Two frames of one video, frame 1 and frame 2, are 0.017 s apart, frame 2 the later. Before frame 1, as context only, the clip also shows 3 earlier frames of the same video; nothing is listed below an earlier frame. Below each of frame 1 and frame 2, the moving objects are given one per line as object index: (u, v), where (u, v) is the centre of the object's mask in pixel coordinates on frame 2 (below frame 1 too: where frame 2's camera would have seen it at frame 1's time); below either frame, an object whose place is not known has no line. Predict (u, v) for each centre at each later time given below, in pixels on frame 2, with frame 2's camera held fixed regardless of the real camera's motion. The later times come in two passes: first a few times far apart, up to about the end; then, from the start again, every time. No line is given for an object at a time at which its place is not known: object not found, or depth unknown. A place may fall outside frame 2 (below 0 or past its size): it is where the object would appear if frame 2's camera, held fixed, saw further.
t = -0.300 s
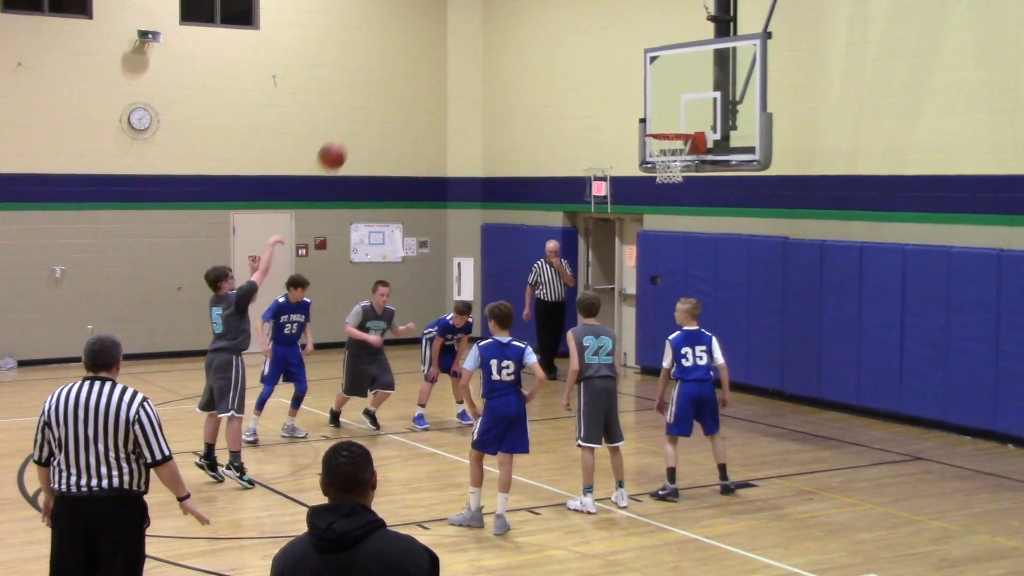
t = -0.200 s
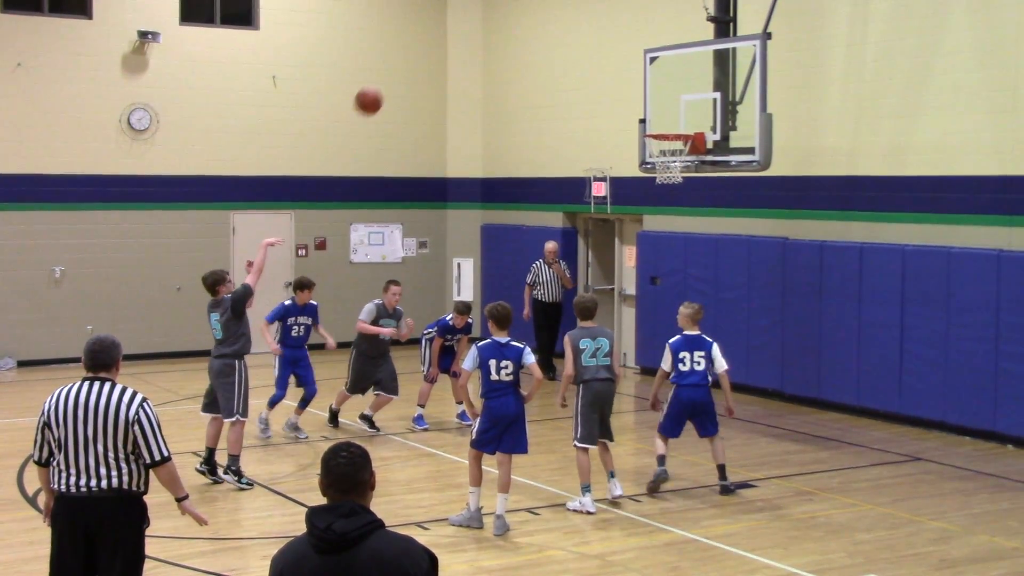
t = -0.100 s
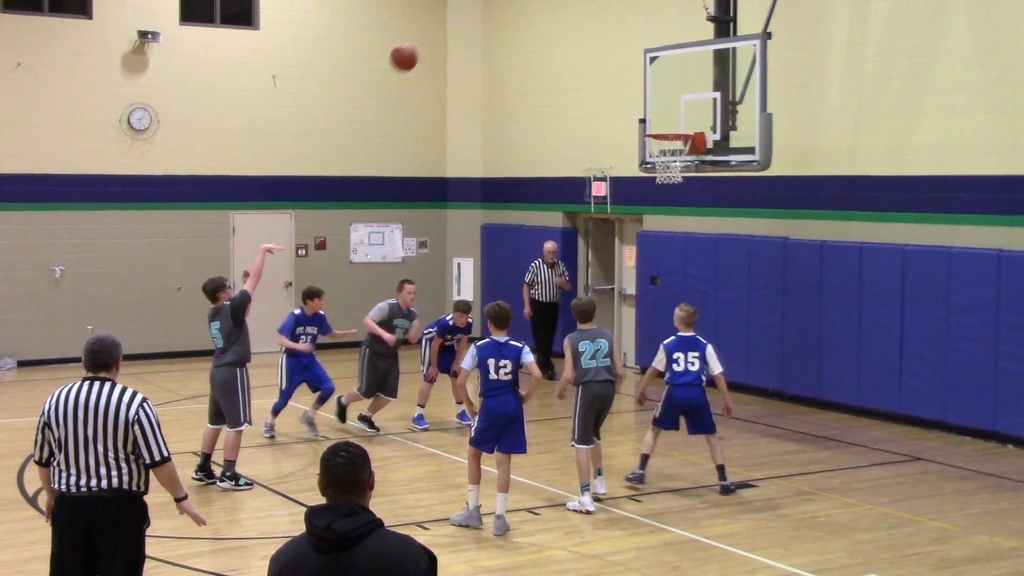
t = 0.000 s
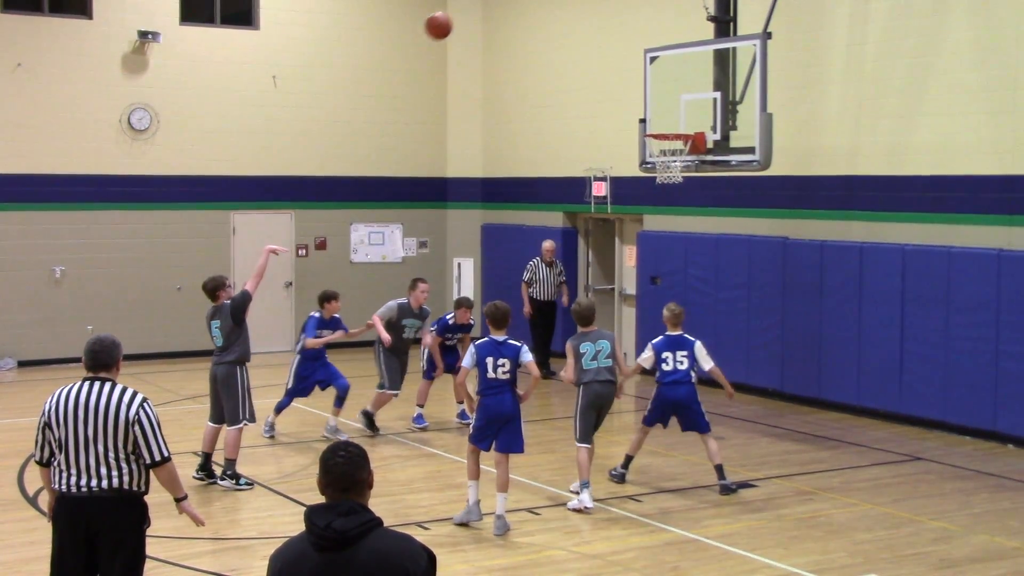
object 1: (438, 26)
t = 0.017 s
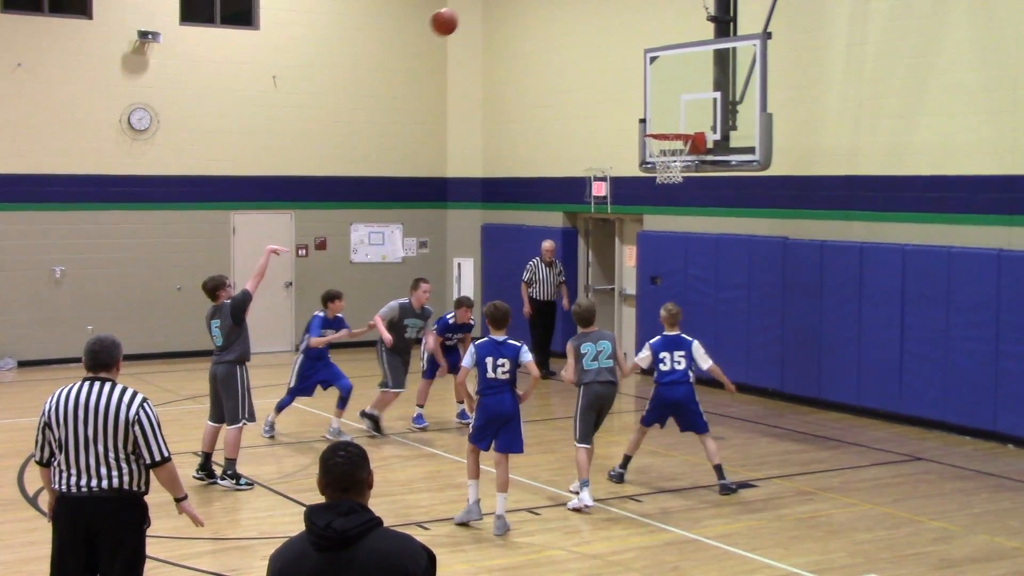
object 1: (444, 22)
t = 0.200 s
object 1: (504, 5)
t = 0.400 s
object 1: (566, 12)
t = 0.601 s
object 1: (624, 67)
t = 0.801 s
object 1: (679, 156)
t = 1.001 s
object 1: (698, 202)
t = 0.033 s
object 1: (450, 18)
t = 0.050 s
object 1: (455, 15)
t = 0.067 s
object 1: (461, 12)
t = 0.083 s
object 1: (466, 11)
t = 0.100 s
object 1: (472, 9)
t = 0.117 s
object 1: (477, 8)
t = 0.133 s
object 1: (483, 7)
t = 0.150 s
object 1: (488, 7)
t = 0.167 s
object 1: (493, 6)
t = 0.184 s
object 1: (499, 5)
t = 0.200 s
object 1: (504, 5)
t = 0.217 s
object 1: (509, 5)
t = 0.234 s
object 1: (515, 5)
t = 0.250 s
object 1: (520, 5)
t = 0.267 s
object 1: (525, 5)
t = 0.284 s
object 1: (530, 5)
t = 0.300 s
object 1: (535, 6)
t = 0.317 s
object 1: (541, 6)
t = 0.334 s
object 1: (546, 7)
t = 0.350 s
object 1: (551, 8)
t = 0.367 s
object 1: (556, 9)
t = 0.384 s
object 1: (561, 10)
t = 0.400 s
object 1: (566, 12)
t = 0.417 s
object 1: (571, 15)
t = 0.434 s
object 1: (576, 19)
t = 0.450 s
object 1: (581, 22)
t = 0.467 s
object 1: (586, 26)
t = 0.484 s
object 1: (591, 31)
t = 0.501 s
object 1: (596, 35)
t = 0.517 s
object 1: (600, 39)
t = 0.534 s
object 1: (605, 45)
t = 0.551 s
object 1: (610, 50)
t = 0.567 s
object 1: (615, 56)
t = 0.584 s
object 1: (620, 61)
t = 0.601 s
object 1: (624, 67)
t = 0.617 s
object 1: (629, 74)
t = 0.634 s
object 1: (633, 80)
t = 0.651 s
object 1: (638, 87)
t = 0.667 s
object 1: (643, 94)
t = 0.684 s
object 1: (647, 101)
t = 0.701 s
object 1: (652, 109)
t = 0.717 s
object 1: (656, 116)
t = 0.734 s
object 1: (660, 123)
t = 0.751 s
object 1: (665, 128)
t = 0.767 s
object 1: (669, 142)
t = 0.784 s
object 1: (673, 149)
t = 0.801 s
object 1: (679, 156)
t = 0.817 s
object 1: (681, 163)
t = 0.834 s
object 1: (683, 166)
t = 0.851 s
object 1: (686, 167)
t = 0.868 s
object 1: (688, 169)
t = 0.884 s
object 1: (690, 172)
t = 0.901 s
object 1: (692, 174)
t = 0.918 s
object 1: (692, 179)
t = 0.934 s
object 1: (693, 183)
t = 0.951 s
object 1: (695, 188)
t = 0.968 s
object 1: (695, 192)
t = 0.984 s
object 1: (697, 197)
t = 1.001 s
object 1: (698, 202)
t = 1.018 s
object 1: (699, 208)
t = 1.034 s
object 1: (700, 214)
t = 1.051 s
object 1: (701, 220)
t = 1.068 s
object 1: (703, 227)
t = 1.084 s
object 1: (704, 233)
